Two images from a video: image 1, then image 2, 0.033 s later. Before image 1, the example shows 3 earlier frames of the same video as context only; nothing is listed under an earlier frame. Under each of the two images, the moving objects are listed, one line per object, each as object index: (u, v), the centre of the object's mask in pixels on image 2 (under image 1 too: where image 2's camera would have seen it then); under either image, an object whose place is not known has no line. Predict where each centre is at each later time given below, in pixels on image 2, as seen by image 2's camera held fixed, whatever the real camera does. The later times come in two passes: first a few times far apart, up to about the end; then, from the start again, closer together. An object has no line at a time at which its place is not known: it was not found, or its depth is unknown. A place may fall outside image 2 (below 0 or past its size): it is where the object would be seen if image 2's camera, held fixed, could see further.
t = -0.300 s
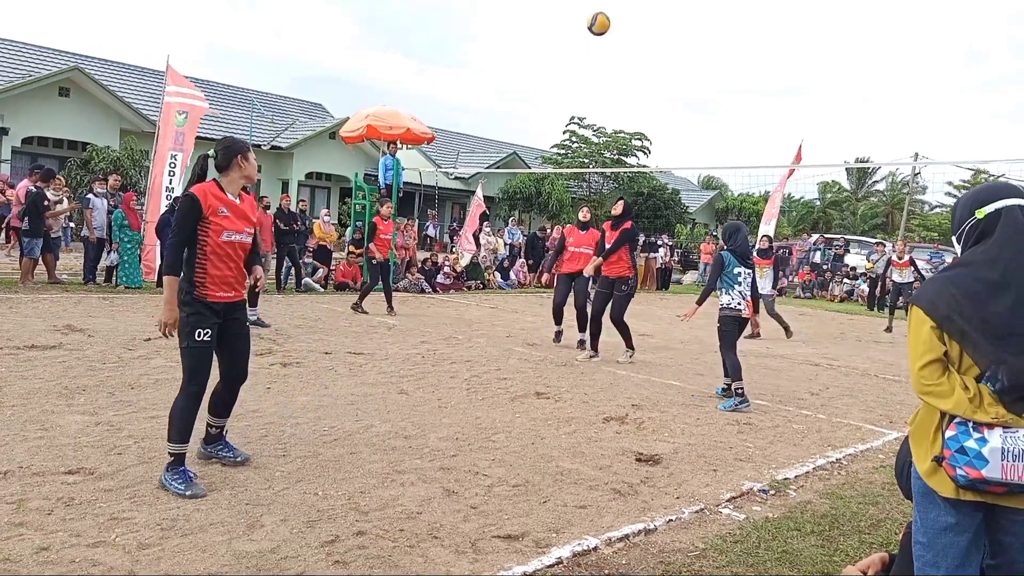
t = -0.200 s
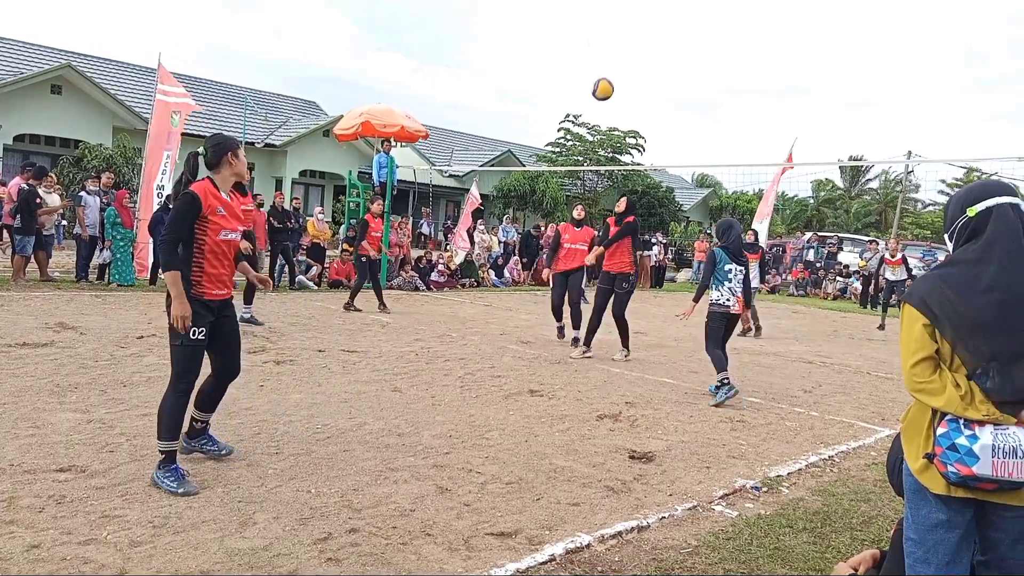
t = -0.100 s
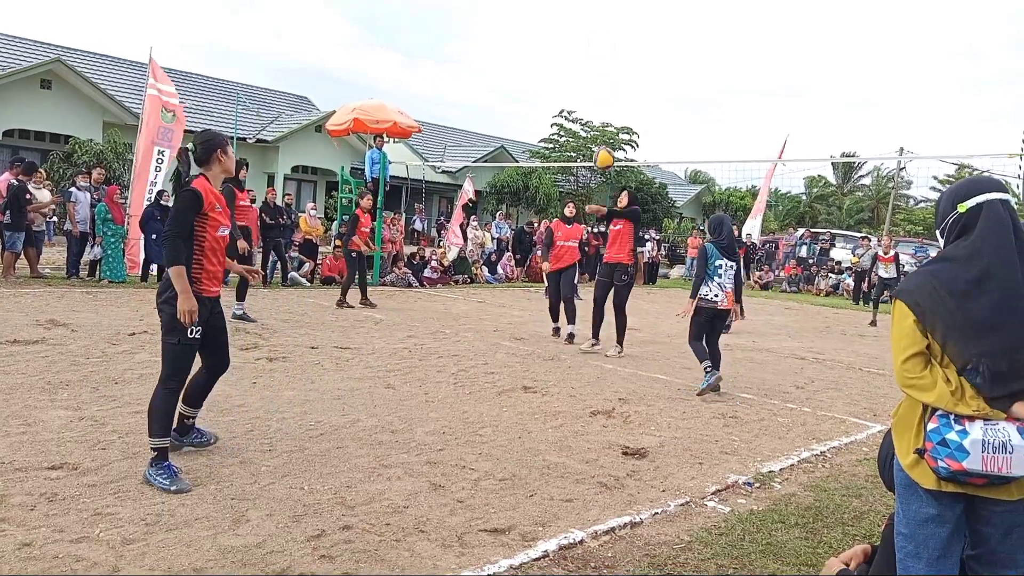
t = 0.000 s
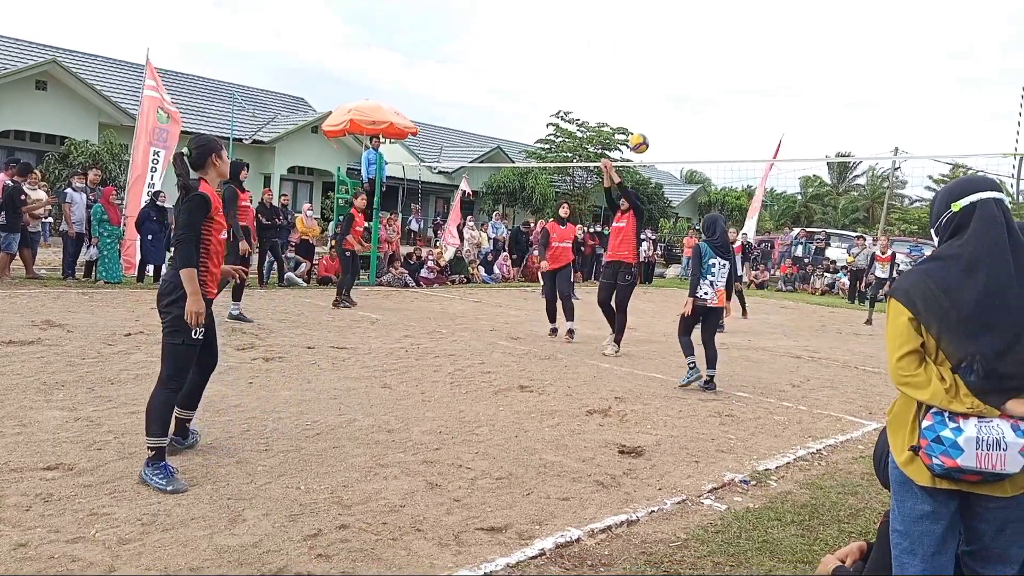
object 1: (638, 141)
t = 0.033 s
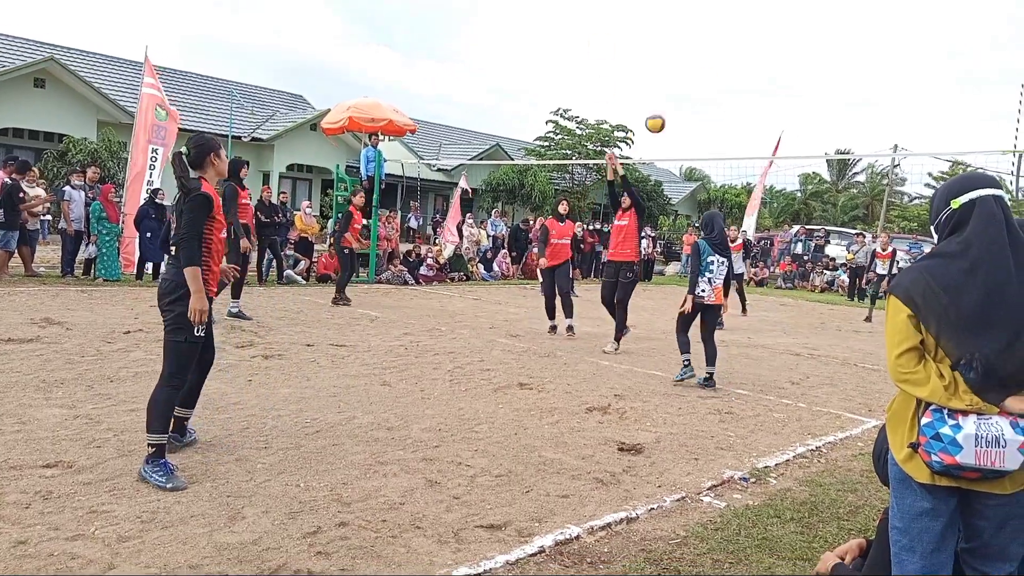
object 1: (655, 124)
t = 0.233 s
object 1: (743, 55)
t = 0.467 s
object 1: (821, 36)
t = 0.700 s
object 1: (878, 58)
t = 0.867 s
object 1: (912, 93)
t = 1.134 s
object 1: (950, 170)
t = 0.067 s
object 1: (671, 108)
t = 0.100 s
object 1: (687, 95)
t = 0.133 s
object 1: (702, 82)
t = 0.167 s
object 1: (716, 72)
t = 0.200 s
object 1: (730, 63)
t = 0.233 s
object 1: (743, 55)
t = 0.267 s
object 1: (756, 49)
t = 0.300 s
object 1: (768, 44)
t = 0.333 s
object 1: (780, 40)
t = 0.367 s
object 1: (790, 37)
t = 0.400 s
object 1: (801, 35)
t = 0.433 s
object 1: (811, 35)
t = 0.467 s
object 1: (821, 36)
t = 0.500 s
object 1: (830, 36)
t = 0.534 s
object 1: (839, 37)
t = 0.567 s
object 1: (848, 41)
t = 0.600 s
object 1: (857, 44)
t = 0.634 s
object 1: (864, 49)
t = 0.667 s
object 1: (872, 53)
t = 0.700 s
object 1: (878, 58)
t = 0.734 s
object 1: (886, 64)
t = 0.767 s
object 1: (893, 70)
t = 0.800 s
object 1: (900, 77)
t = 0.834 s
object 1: (906, 85)
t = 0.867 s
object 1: (912, 93)
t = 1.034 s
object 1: (938, 140)
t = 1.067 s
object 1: (942, 148)
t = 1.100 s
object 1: (947, 161)
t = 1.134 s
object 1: (950, 170)
